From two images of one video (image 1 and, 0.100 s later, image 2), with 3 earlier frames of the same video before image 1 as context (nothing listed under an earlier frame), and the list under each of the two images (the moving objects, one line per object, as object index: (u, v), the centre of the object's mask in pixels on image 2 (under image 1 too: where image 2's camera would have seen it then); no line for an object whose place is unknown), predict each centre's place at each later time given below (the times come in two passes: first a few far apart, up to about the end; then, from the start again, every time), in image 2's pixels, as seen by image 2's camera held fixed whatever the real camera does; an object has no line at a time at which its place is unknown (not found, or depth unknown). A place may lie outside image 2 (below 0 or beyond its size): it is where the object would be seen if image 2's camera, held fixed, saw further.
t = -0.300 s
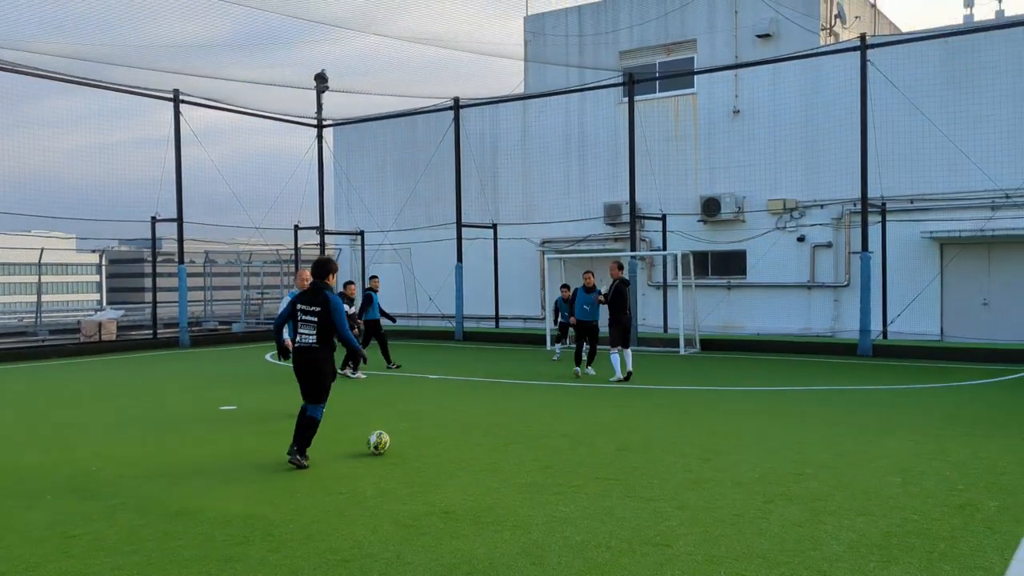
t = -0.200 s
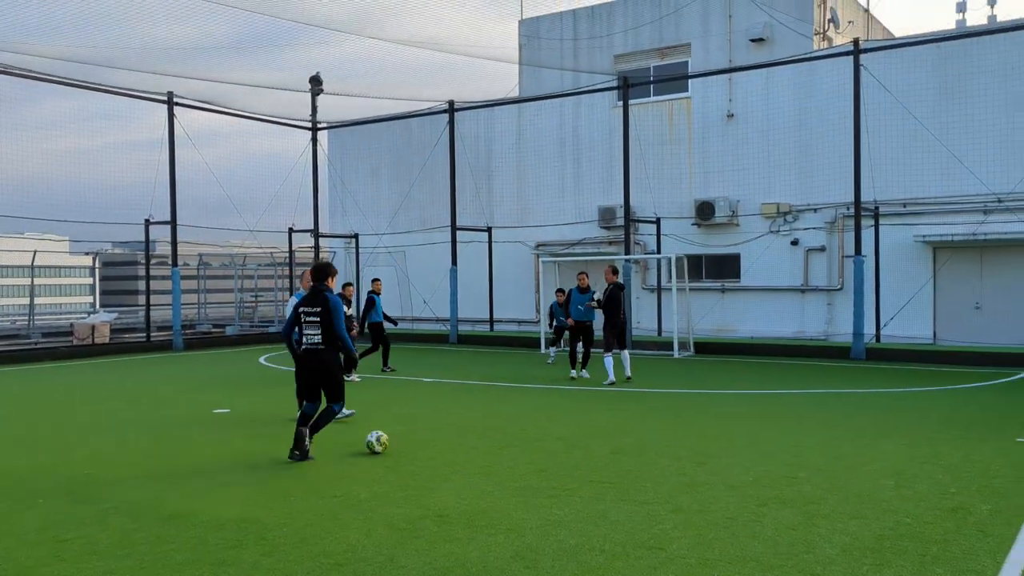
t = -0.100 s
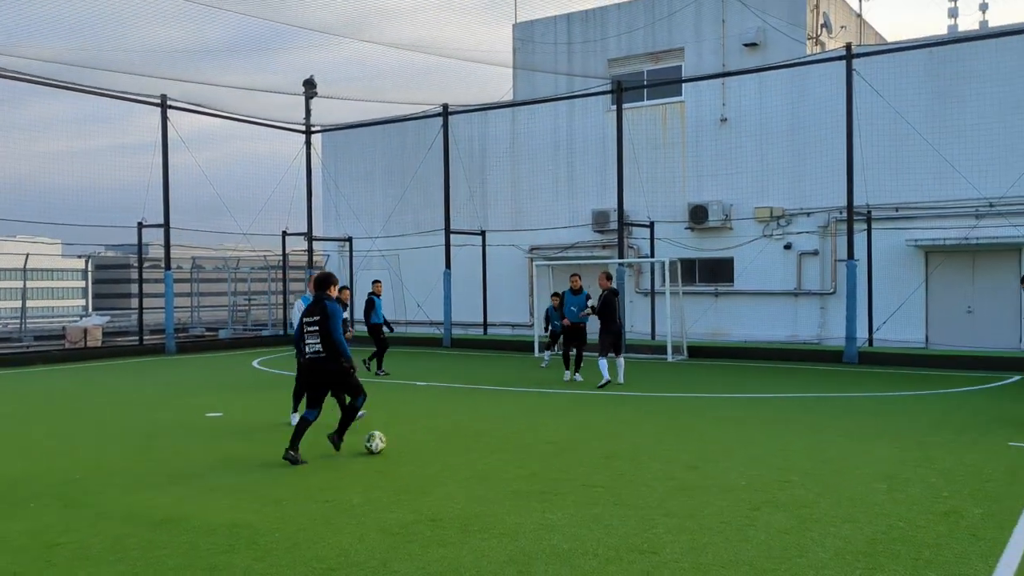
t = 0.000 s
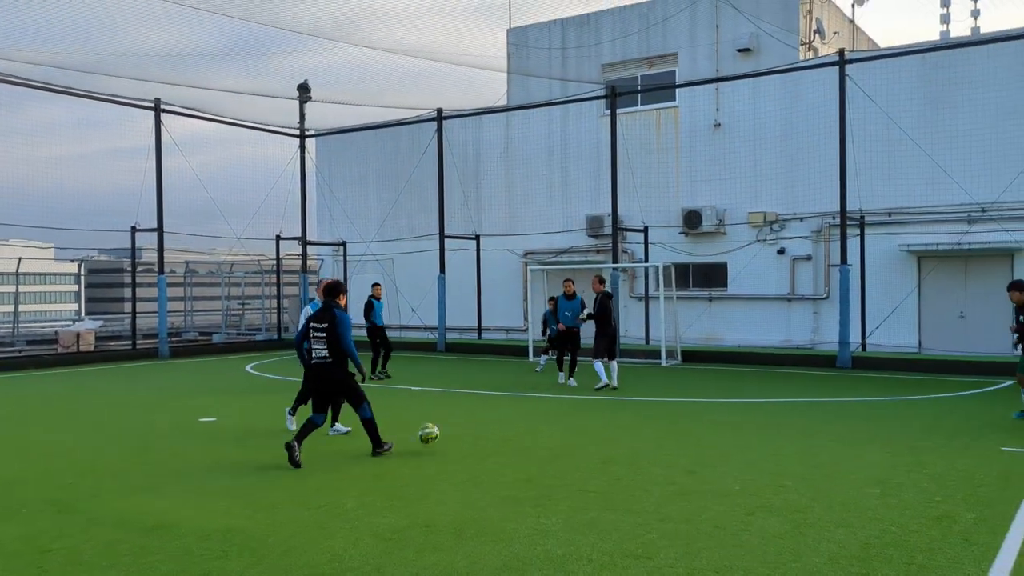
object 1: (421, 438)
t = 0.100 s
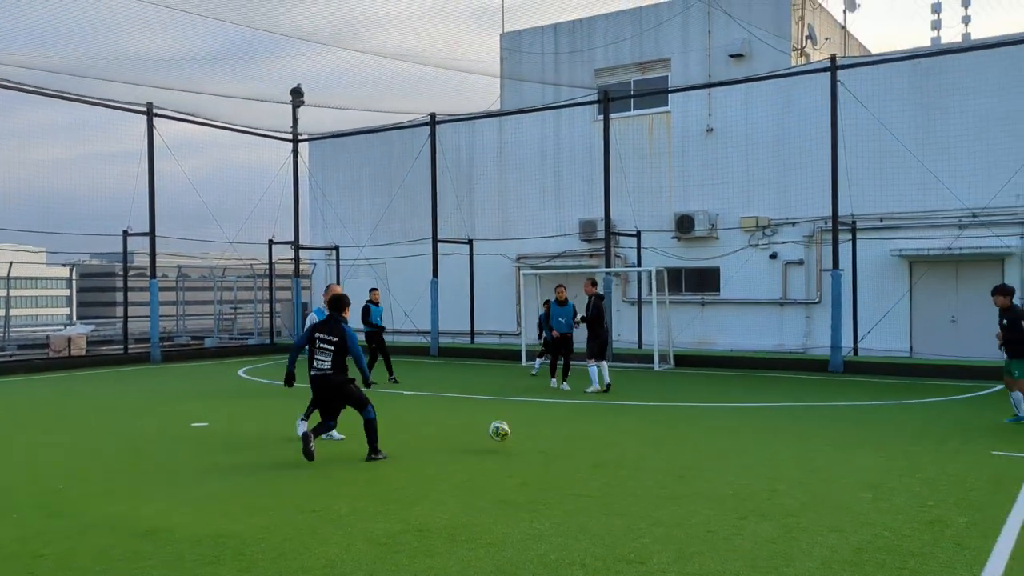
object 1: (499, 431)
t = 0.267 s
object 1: (610, 426)
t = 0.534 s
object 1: (735, 419)
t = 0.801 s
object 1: (818, 414)
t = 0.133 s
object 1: (524, 430)
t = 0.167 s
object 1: (548, 431)
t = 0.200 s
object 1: (572, 433)
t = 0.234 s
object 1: (592, 430)
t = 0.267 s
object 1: (610, 426)
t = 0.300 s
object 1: (628, 424)
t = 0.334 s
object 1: (646, 423)
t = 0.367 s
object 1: (663, 424)
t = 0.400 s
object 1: (680, 425)
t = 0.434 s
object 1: (695, 424)
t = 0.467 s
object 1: (708, 421)
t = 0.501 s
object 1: (722, 419)
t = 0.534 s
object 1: (735, 419)
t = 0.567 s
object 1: (747, 420)
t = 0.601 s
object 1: (759, 419)
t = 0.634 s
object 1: (770, 417)
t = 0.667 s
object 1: (780, 416)
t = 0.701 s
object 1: (790, 416)
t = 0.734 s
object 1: (799, 416)
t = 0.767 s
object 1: (808, 415)
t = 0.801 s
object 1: (818, 414)
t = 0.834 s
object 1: (826, 413)
